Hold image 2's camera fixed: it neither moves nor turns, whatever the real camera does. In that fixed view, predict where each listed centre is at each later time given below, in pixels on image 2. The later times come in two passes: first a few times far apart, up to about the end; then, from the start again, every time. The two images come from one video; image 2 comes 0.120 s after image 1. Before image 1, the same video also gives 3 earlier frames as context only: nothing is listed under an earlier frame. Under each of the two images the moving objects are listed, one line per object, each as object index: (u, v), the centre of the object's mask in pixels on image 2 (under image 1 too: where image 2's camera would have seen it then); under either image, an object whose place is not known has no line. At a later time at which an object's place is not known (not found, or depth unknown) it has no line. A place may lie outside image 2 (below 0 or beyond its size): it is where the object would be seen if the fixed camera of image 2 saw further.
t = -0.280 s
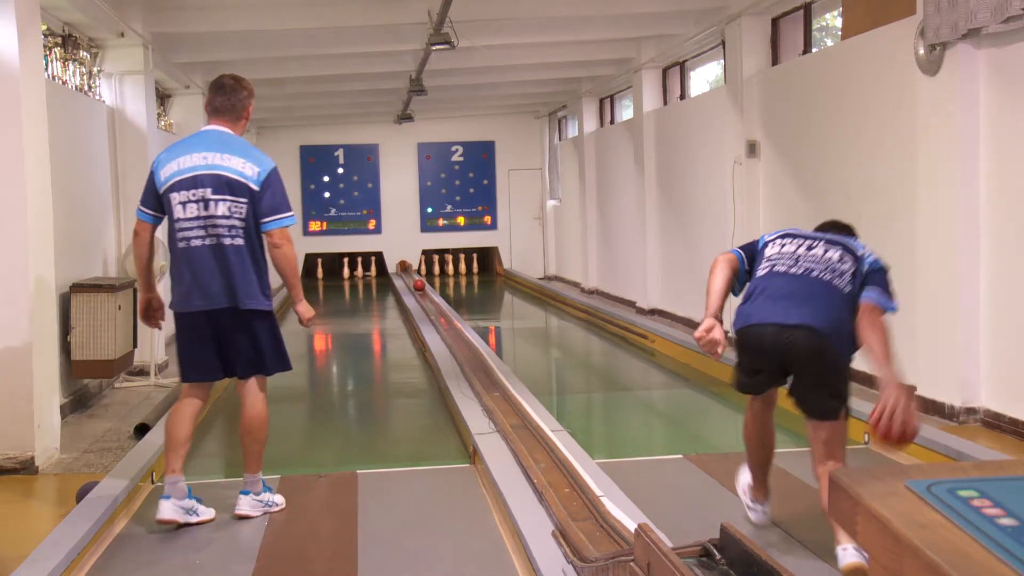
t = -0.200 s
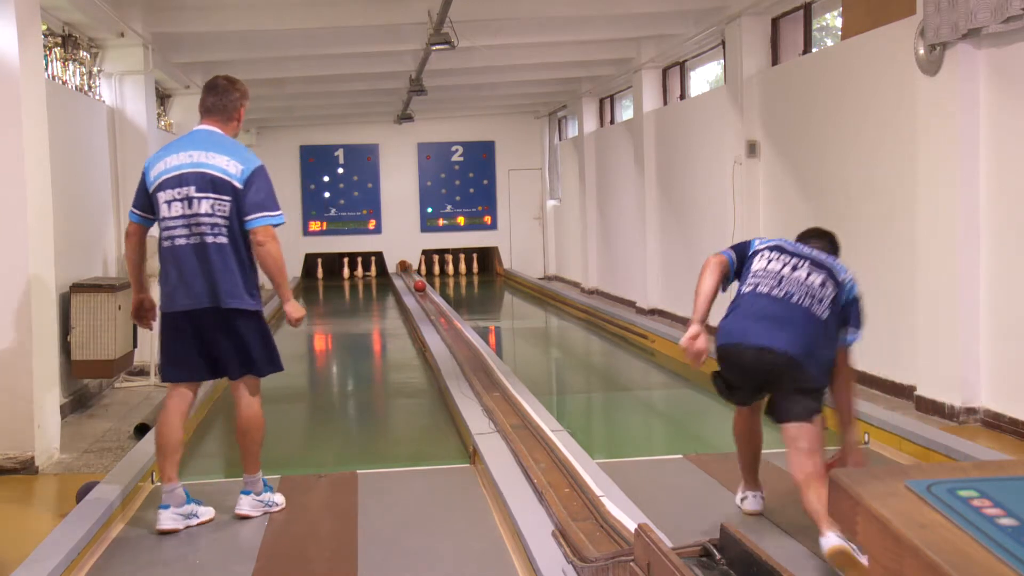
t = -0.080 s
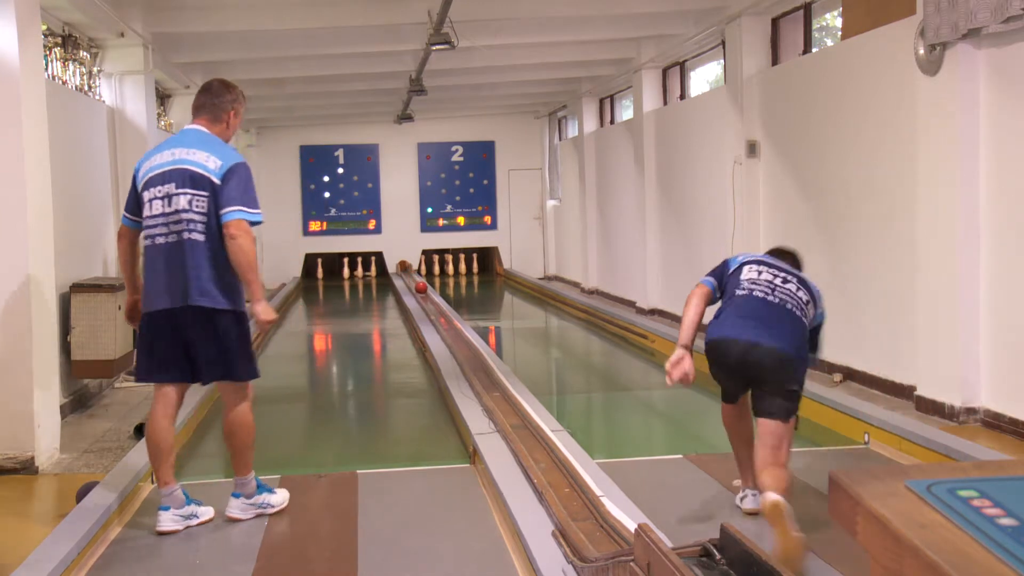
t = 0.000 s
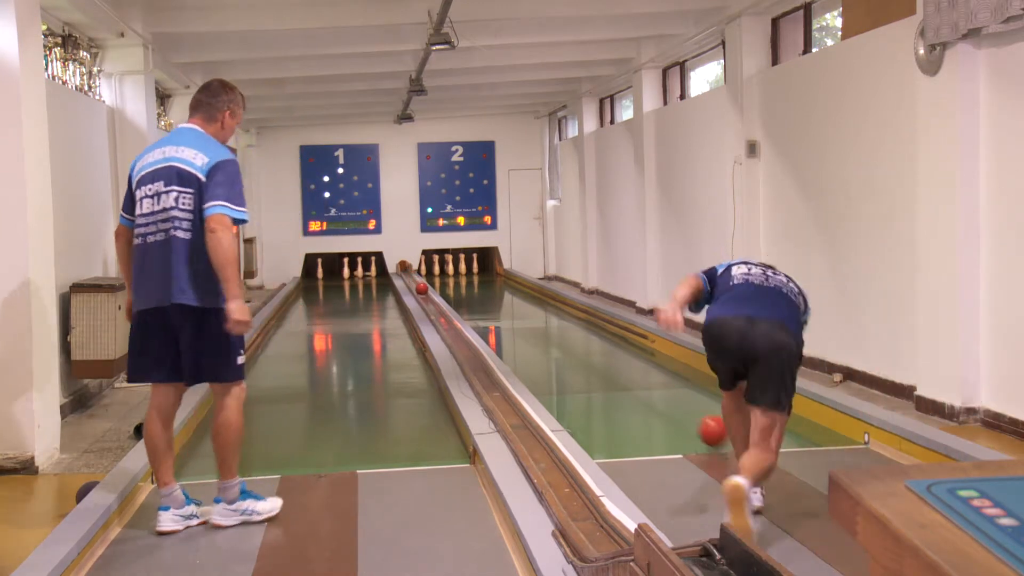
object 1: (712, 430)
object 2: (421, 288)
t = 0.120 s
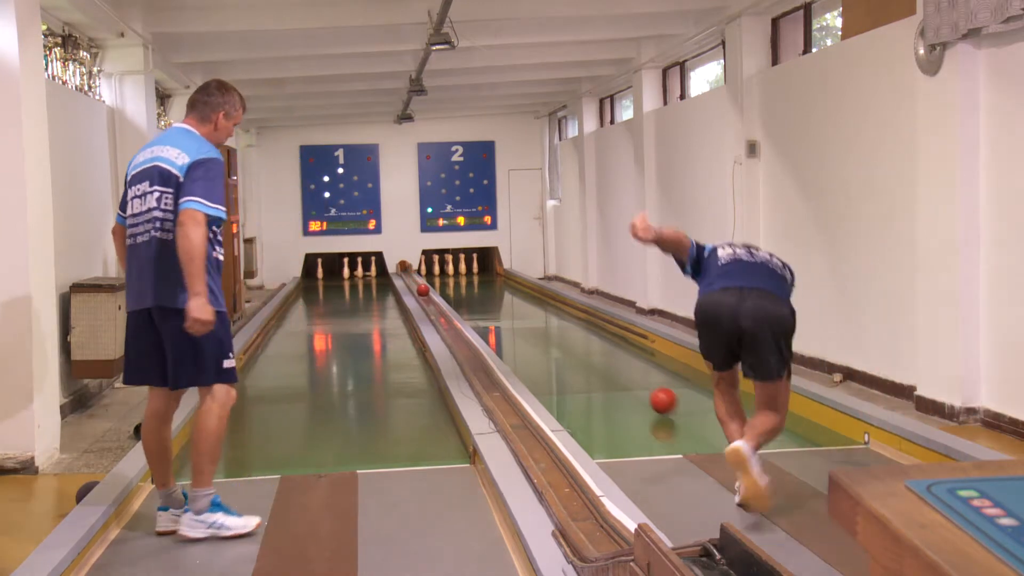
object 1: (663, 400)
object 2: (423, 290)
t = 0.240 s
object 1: (625, 377)
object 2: (424, 291)
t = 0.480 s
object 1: (572, 343)
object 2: (427, 294)
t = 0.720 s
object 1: (537, 322)
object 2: (430, 298)
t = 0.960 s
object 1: (513, 307)
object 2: (433, 301)
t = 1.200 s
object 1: (494, 296)
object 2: (437, 306)
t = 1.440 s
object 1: (480, 287)
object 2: (440, 310)
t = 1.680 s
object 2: (444, 315)
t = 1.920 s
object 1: (460, 275)
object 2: (448, 320)
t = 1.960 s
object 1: (459, 274)
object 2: (449, 321)
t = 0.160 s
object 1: (649, 391)
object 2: (423, 290)
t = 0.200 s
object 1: (636, 383)
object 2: (424, 291)
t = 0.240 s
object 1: (625, 377)
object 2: (424, 291)
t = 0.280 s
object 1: (614, 370)
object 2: (424, 292)
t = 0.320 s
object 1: (604, 364)
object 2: (425, 293)
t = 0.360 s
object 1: (595, 358)
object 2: (425, 293)
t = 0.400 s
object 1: (587, 353)
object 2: (426, 293)
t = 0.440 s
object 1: (579, 348)
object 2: (426, 294)
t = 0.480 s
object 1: (572, 343)
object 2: (427, 294)
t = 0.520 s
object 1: (565, 339)
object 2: (427, 295)
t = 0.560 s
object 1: (559, 335)
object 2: (428, 295)
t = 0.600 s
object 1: (553, 332)
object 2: (428, 296)
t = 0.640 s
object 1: (547, 328)
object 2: (429, 297)
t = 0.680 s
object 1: (542, 325)
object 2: (430, 297)
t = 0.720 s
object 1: (537, 322)
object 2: (430, 298)
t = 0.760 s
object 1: (532, 319)
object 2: (431, 299)
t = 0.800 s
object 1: (528, 315)
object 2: (431, 299)
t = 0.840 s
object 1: (524, 313)
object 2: (432, 300)
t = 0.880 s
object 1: (520, 311)
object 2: (432, 300)
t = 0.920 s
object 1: (516, 309)
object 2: (433, 301)
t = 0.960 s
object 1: (513, 307)
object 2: (433, 301)
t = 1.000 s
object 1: (509, 305)
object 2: (434, 302)
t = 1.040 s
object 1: (506, 303)
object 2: (434, 303)
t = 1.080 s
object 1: (503, 301)
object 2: (435, 304)
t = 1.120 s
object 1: (500, 299)
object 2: (435, 304)
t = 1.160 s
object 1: (497, 298)
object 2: (436, 305)
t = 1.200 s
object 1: (494, 296)
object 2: (437, 306)
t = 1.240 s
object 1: (492, 295)
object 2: (437, 306)
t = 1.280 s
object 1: (489, 293)
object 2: (438, 307)
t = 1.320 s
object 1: (487, 292)
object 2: (438, 308)
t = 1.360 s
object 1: (485, 290)
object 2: (439, 309)
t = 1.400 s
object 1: (482, 289)
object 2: (439, 309)
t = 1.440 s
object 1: (480, 287)
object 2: (440, 310)
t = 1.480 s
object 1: (479, 286)
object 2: (440, 310)
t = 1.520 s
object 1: (476, 285)
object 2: (441, 312)
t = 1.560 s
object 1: (474, 284)
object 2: (442, 312)
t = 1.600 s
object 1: (473, 282)
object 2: (442, 313)
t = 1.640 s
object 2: (443, 314)
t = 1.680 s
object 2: (444, 315)
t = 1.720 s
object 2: (444, 316)
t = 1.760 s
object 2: (445, 316)
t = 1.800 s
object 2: (446, 317)
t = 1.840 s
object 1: (463, 276)
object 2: (447, 318)
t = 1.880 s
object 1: (461, 276)
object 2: (447, 319)
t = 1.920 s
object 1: (460, 275)
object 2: (448, 320)
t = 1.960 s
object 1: (459, 274)
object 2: (449, 321)
